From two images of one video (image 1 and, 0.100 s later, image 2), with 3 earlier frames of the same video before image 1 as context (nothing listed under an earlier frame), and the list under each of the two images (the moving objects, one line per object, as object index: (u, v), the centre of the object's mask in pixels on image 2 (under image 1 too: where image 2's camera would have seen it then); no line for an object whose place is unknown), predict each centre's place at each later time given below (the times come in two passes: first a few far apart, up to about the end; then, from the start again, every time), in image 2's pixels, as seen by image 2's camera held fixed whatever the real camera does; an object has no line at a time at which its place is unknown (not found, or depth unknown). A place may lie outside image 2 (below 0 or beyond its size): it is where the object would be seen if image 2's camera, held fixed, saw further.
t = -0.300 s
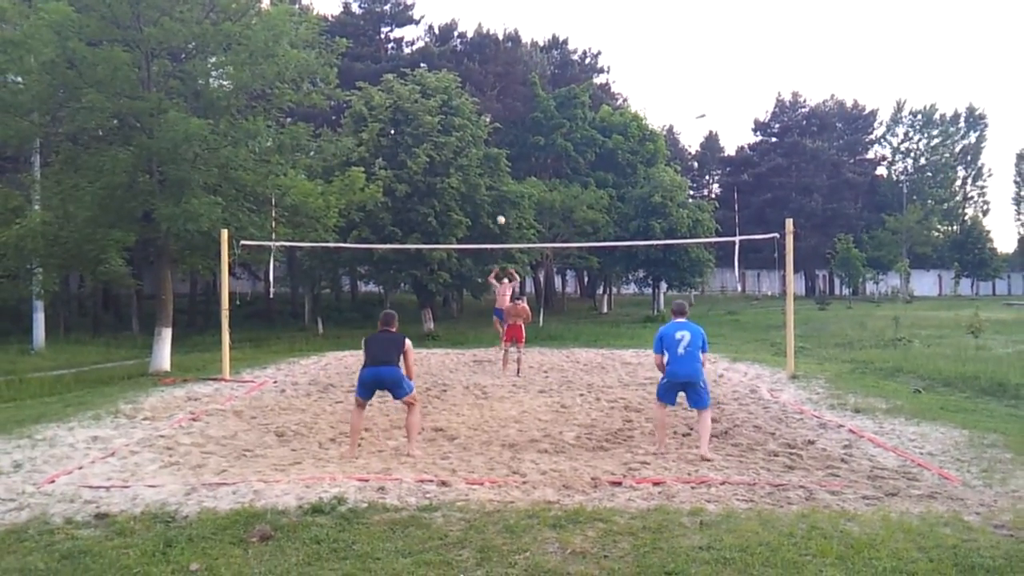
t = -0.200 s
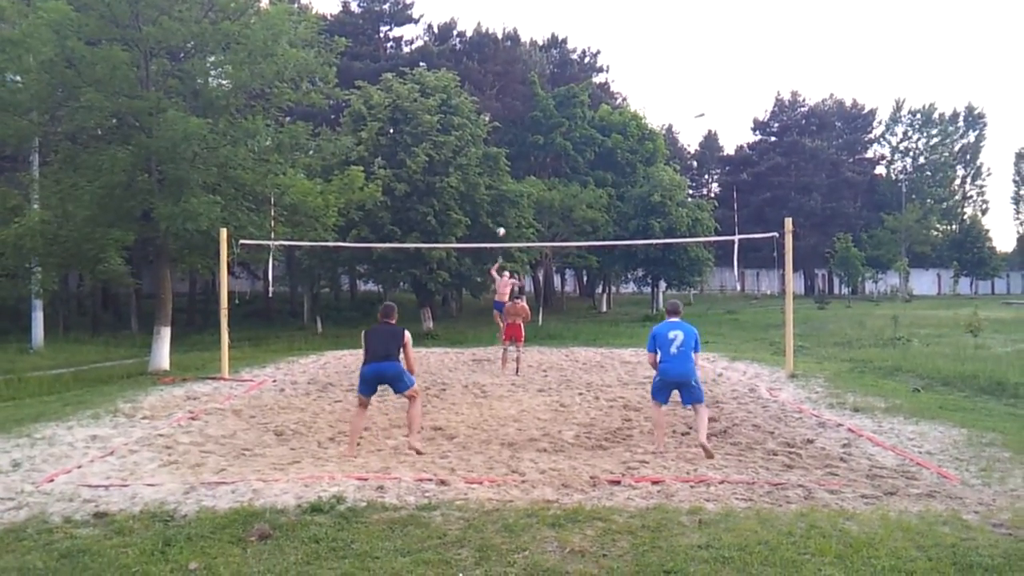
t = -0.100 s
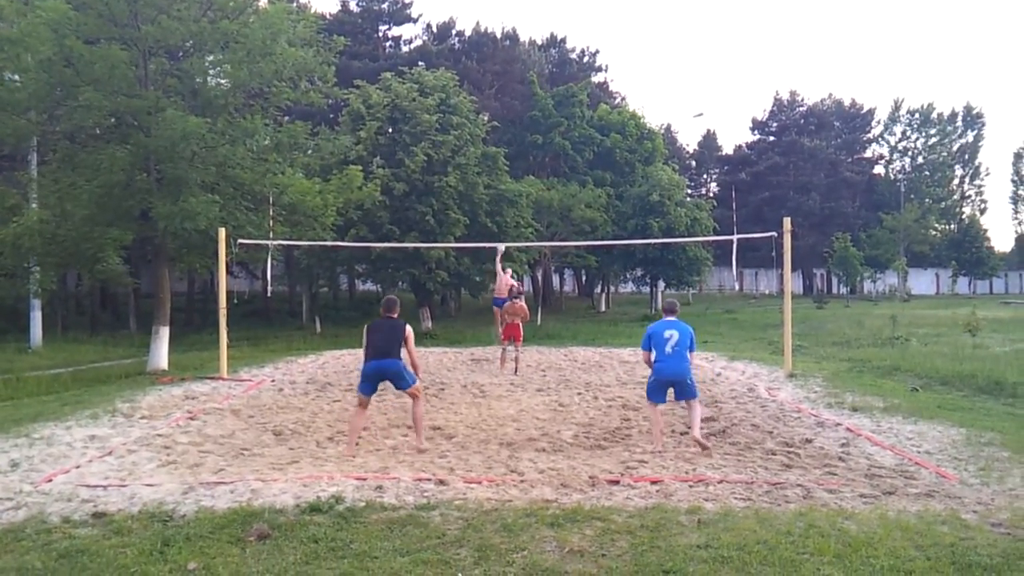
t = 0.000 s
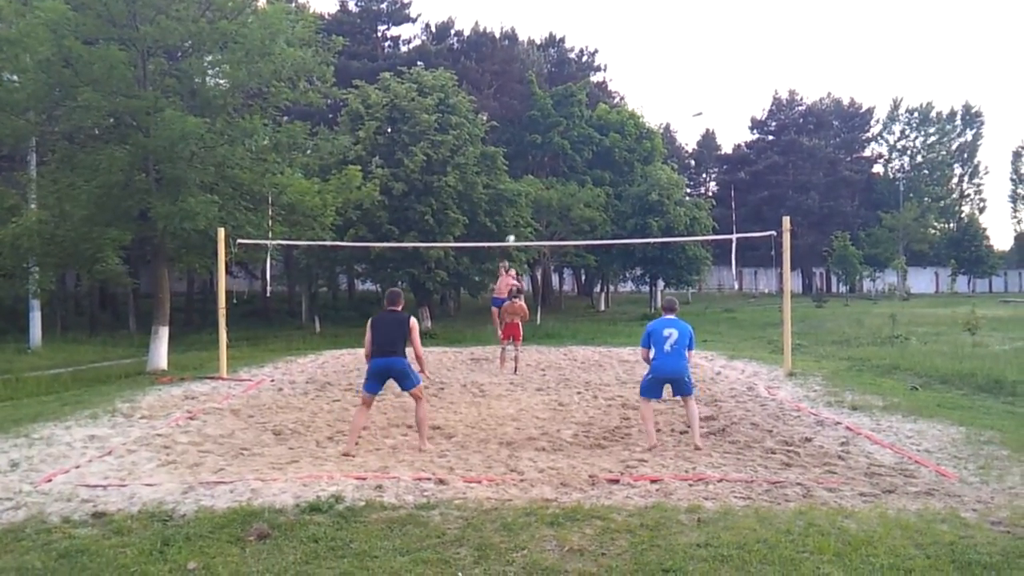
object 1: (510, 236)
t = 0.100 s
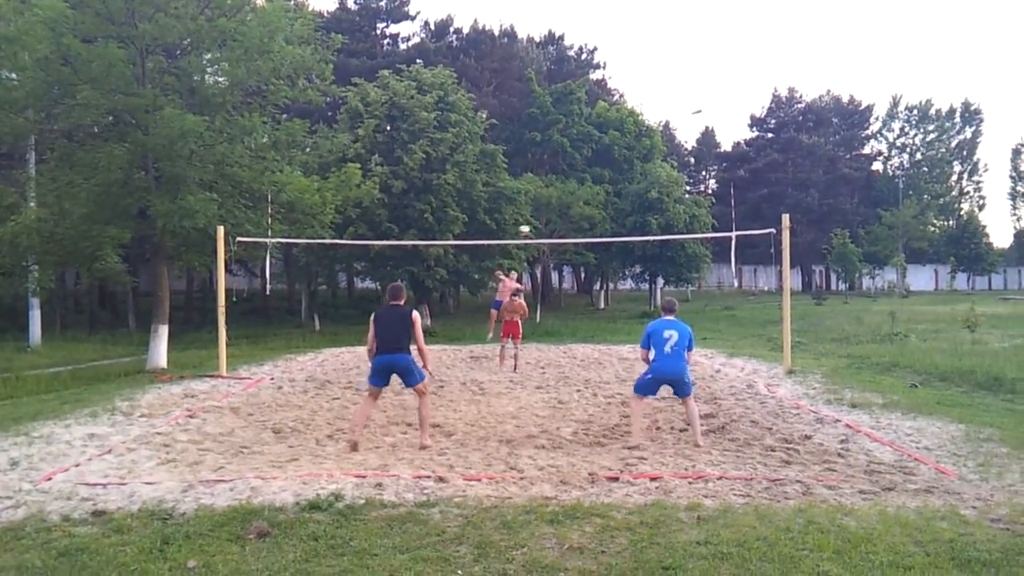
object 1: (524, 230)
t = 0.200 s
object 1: (541, 226)
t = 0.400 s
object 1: (584, 236)
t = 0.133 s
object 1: (530, 229)
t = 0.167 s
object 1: (534, 228)
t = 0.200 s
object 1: (541, 226)
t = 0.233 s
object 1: (547, 226)
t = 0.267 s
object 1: (554, 227)
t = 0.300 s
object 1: (561, 228)
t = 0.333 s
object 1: (569, 228)
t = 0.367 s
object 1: (577, 233)
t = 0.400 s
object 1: (584, 236)
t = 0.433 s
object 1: (593, 241)
